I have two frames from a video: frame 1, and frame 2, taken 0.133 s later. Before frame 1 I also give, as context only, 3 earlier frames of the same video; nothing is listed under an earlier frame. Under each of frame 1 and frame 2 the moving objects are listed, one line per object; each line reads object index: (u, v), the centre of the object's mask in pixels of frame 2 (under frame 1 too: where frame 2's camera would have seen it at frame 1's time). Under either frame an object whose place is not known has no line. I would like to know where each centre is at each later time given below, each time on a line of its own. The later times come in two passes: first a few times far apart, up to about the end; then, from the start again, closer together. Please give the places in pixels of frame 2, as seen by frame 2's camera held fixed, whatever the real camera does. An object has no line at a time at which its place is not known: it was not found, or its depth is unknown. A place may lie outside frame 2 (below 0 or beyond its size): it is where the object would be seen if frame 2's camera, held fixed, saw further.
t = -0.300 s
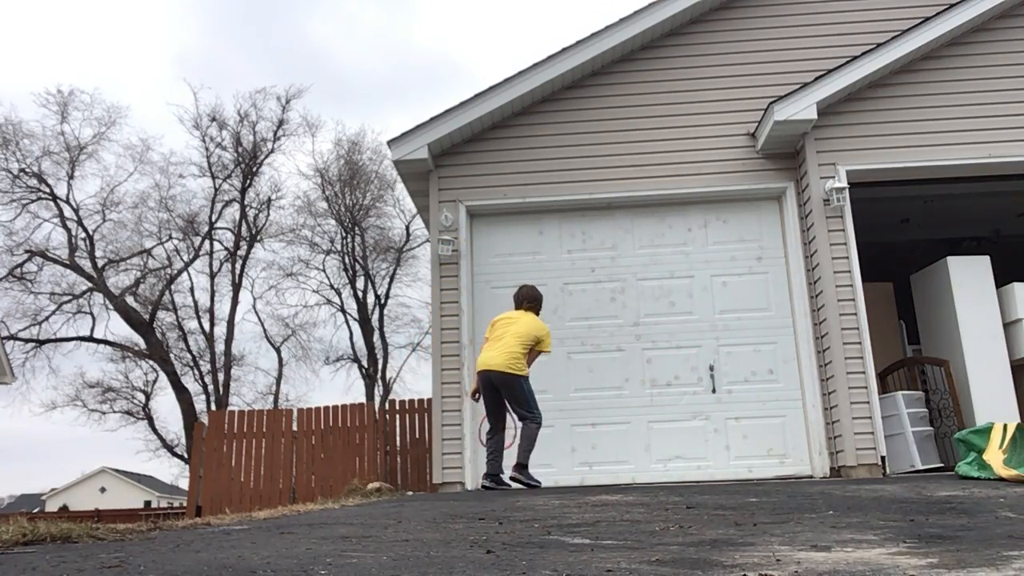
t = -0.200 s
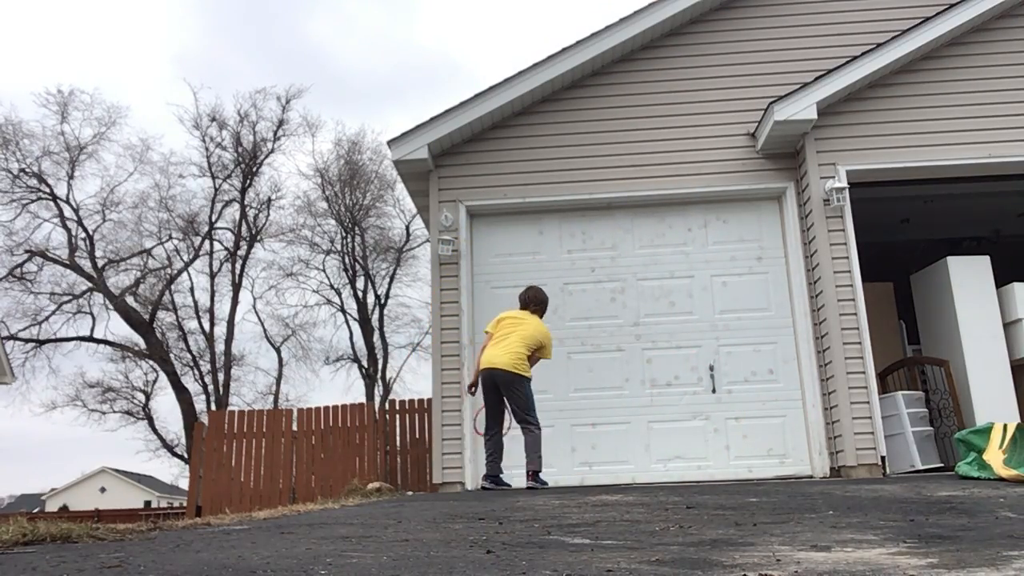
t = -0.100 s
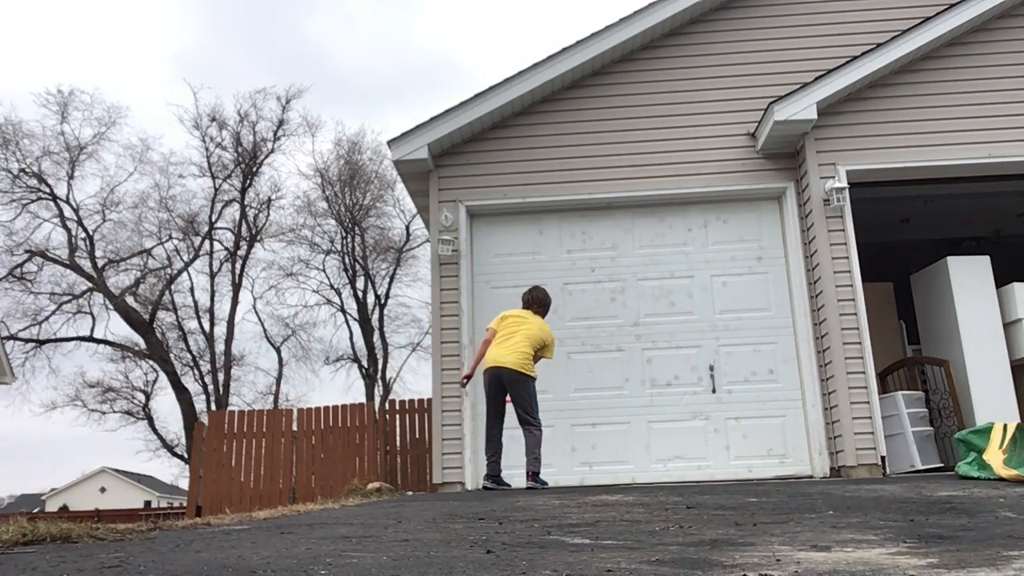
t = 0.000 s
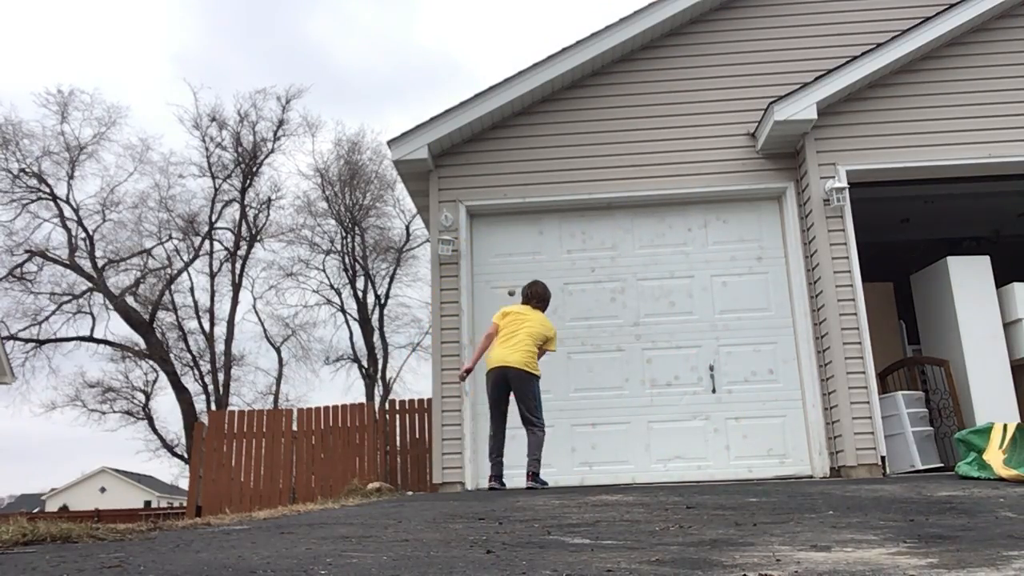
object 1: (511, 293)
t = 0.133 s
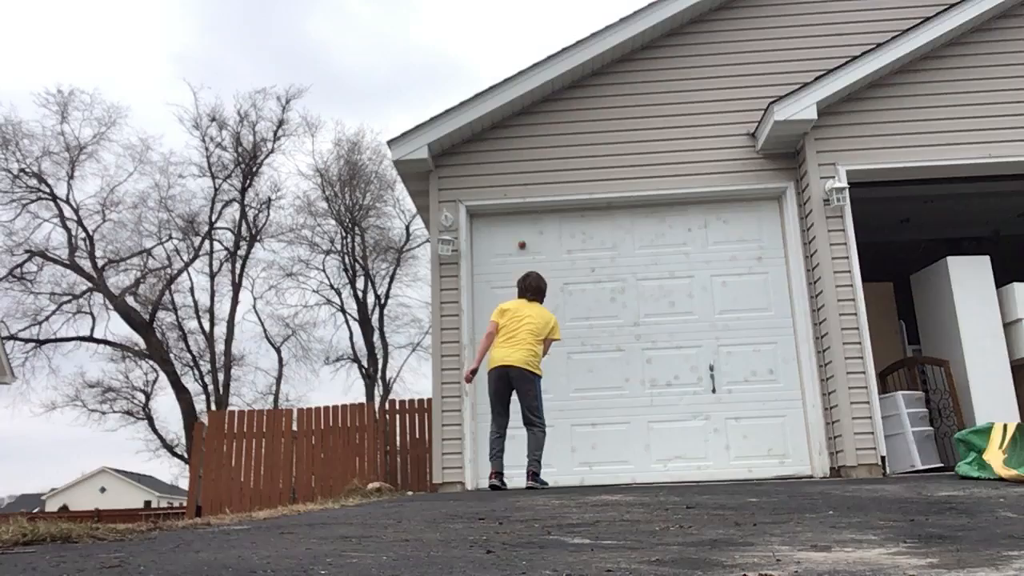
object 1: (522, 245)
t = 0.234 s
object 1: (526, 222)
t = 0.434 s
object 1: (536, 209)
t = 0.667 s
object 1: (554, 253)
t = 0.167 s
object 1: (523, 235)
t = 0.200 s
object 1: (524, 229)
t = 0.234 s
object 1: (526, 222)
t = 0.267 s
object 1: (527, 217)
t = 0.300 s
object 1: (529, 213)
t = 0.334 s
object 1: (530, 209)
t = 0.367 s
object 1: (533, 208)
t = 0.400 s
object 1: (535, 208)
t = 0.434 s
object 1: (536, 209)
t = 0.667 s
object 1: (554, 253)
